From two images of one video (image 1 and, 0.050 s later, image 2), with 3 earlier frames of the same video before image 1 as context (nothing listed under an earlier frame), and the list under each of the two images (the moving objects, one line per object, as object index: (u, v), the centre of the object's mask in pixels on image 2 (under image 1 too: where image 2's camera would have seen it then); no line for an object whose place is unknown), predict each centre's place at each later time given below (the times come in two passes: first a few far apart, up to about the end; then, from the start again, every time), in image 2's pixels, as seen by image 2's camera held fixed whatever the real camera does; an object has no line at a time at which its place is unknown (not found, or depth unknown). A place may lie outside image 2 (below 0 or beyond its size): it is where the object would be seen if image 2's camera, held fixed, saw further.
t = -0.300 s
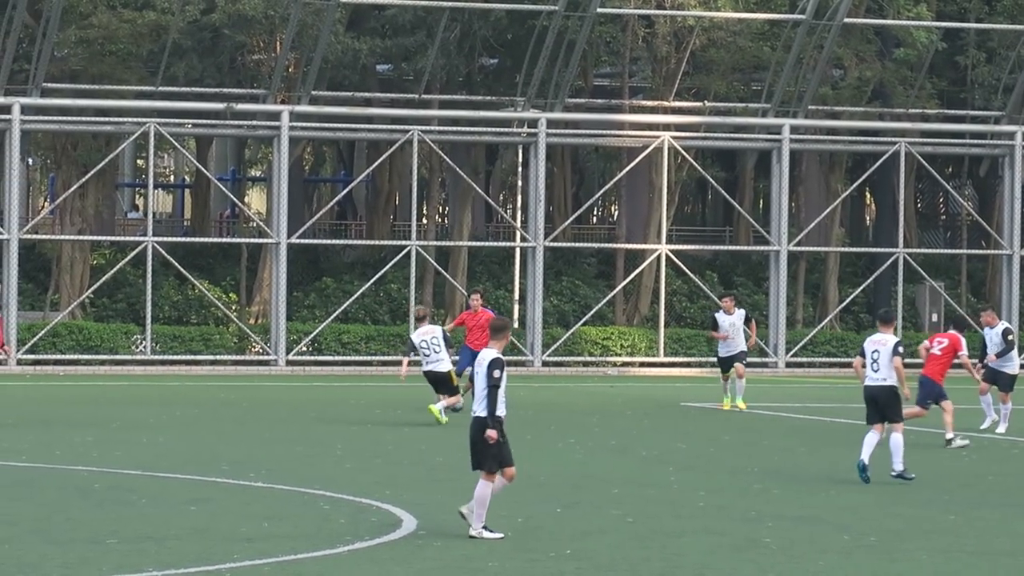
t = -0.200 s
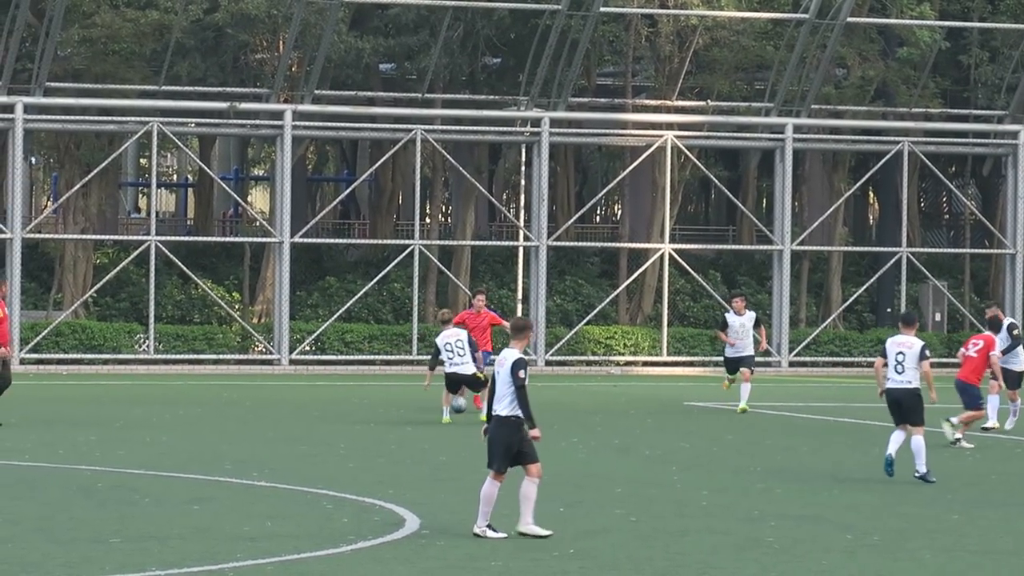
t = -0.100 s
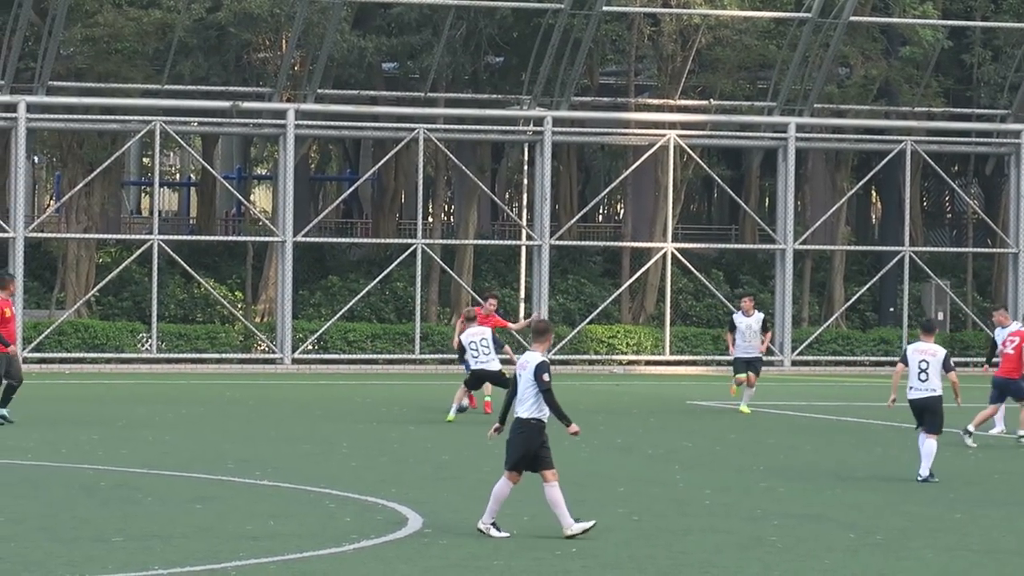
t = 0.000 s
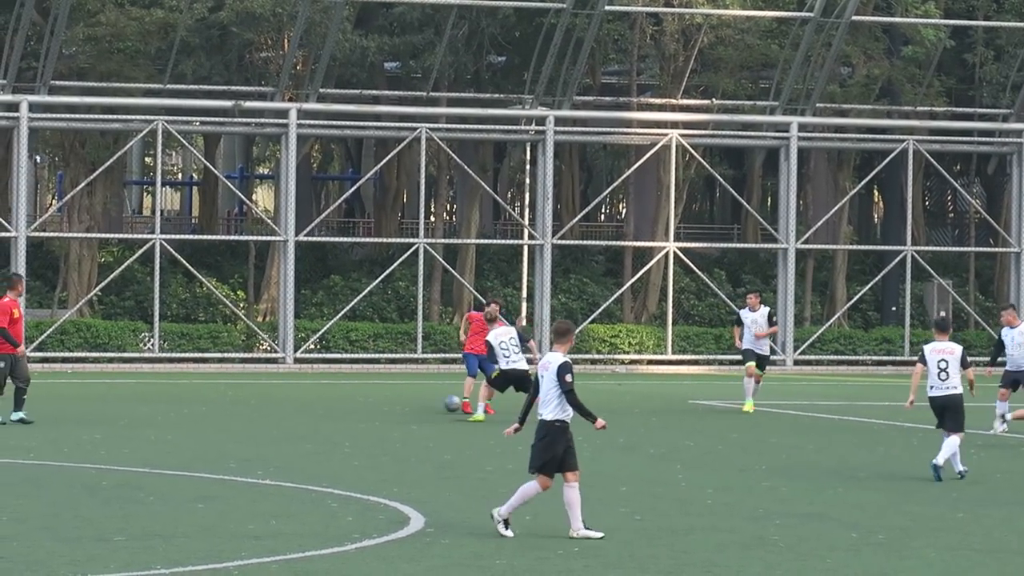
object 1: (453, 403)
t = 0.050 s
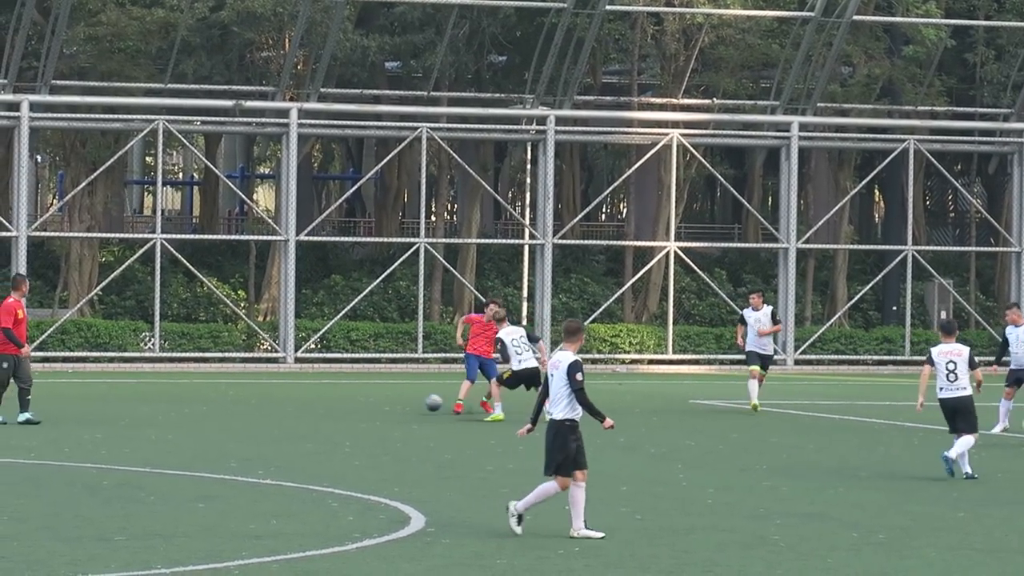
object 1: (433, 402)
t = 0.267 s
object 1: (347, 409)
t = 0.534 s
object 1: (247, 414)
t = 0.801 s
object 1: (157, 422)
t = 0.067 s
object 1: (427, 402)
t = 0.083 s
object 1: (420, 403)
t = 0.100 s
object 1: (413, 403)
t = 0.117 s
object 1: (406, 404)
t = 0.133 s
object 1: (400, 405)
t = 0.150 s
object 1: (393, 406)
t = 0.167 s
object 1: (386, 407)
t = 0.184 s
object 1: (379, 408)
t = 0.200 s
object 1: (372, 410)
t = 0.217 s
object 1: (365, 411)
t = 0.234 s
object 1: (359, 410)
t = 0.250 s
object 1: (353, 409)
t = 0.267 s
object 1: (347, 409)
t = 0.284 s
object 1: (340, 409)
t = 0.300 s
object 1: (334, 409)
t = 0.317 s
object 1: (328, 409)
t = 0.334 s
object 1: (321, 410)
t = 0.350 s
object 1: (314, 410)
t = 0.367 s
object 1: (308, 411)
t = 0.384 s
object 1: (301, 412)
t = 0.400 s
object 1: (295, 414)
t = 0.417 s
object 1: (288, 415)
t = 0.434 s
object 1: (282, 415)
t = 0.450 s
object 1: (276, 414)
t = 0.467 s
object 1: (271, 413)
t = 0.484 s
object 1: (265, 413)
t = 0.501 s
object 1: (259, 413)
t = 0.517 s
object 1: (253, 413)
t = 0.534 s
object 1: (247, 414)
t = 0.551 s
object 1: (241, 414)
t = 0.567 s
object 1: (235, 415)
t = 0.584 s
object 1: (229, 416)
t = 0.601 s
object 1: (222, 418)
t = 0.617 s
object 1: (216, 419)
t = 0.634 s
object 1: (211, 419)
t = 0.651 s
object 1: (206, 418)
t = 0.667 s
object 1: (200, 417)
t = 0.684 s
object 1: (195, 417)
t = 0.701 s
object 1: (190, 417)
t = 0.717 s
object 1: (184, 417)
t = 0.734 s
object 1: (179, 417)
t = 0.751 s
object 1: (174, 418)
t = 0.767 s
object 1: (168, 419)
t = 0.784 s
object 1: (163, 420)
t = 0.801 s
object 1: (157, 422)
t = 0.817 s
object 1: (152, 421)
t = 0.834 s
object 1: (149, 420)
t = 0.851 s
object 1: (145, 419)
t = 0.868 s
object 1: (140, 418)
